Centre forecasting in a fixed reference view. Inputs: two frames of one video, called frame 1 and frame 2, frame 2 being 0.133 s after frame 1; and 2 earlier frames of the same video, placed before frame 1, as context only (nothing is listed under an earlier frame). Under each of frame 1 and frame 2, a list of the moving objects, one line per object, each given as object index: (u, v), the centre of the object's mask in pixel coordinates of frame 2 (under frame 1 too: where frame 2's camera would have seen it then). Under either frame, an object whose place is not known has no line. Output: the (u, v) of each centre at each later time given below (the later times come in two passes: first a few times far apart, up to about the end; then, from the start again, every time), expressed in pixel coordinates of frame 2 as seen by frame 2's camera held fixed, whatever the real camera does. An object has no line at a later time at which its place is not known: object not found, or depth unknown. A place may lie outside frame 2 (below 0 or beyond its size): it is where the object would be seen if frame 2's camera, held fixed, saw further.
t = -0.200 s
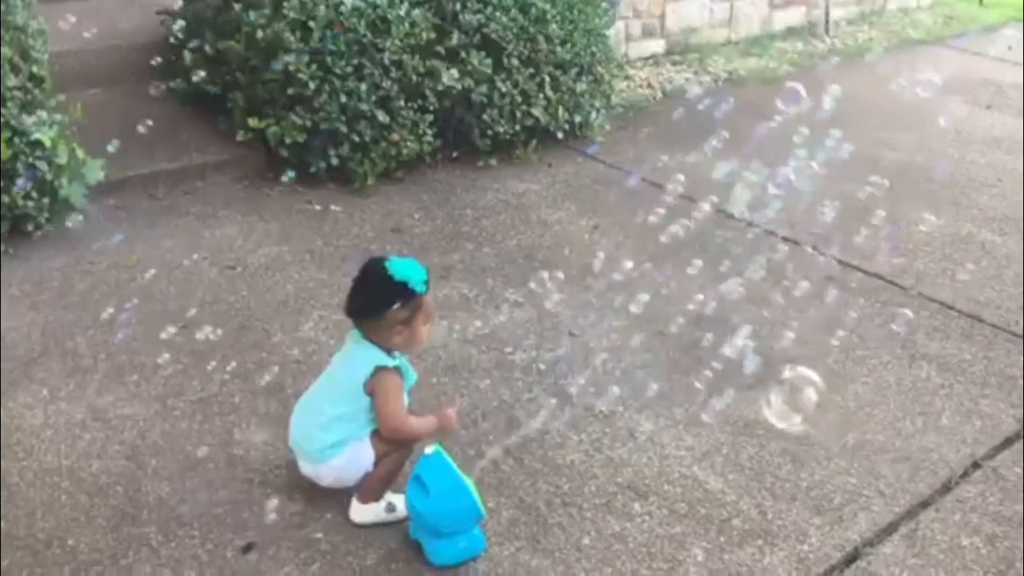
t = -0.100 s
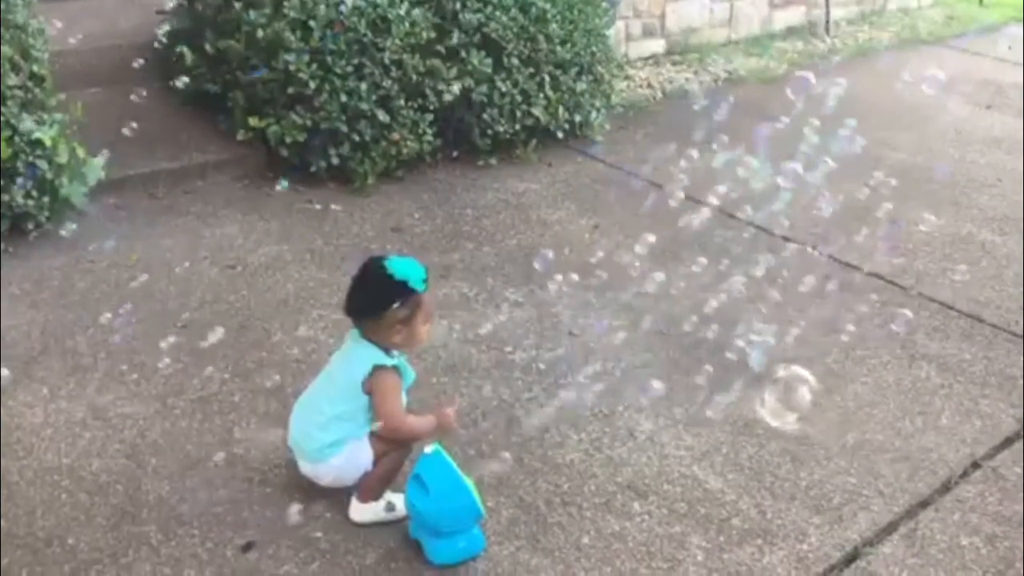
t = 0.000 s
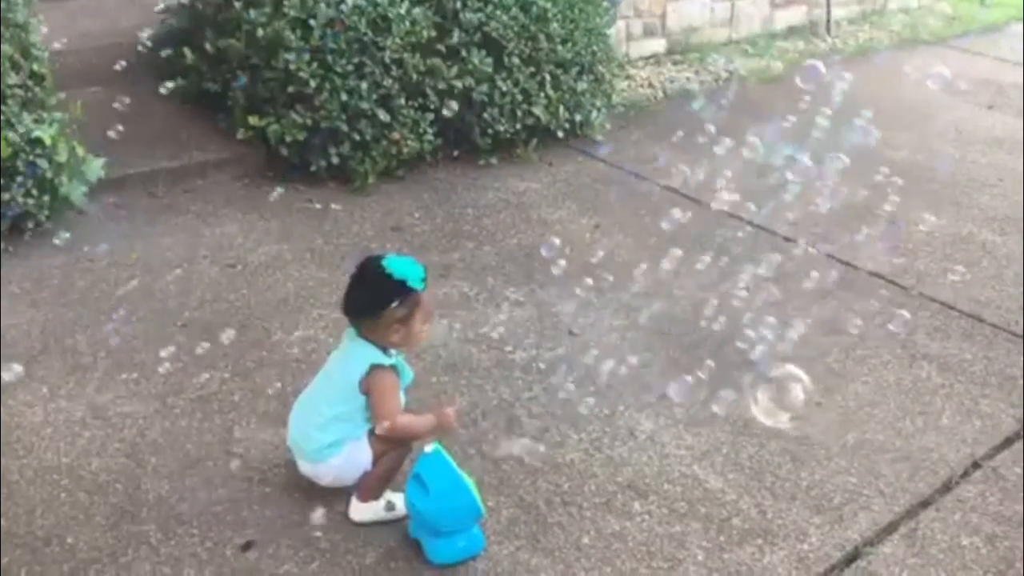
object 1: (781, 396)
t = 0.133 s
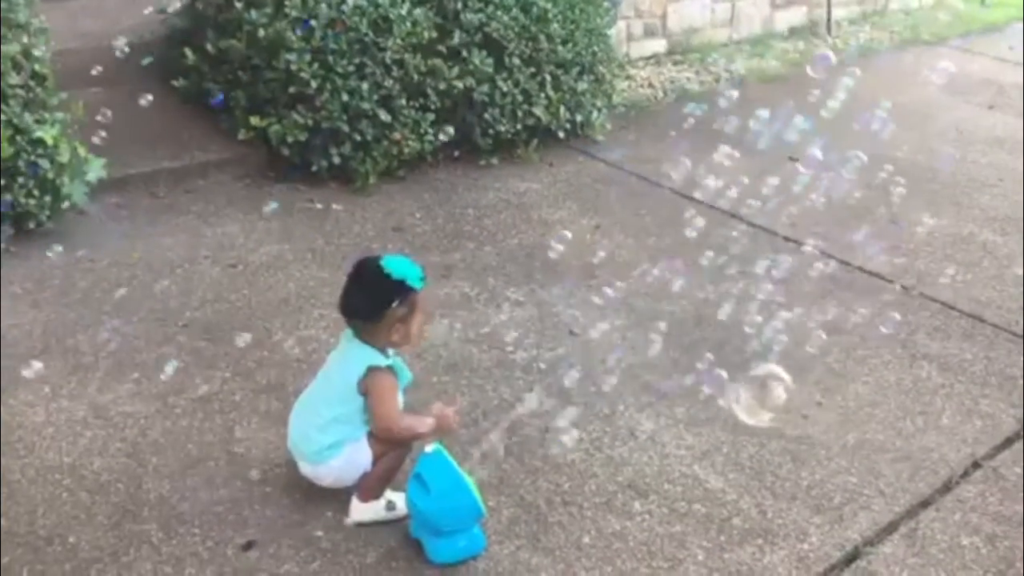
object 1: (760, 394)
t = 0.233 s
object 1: (745, 393)
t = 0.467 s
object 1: (696, 389)
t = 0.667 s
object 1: (643, 378)
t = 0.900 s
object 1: (577, 361)
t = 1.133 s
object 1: (523, 343)
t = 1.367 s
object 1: (504, 329)
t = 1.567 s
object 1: (507, 324)
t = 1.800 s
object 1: (535, 329)
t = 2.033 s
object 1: (571, 339)
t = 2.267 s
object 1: (613, 346)
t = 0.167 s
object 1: (756, 395)
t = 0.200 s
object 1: (751, 394)
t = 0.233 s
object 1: (745, 393)
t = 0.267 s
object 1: (740, 394)
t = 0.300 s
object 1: (733, 393)
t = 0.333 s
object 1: (725, 393)
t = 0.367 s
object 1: (719, 392)
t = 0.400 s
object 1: (712, 392)
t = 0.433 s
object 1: (704, 390)
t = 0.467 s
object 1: (696, 389)
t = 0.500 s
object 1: (688, 388)
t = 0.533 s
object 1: (682, 387)
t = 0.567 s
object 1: (672, 385)
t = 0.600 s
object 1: (662, 382)
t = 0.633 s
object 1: (654, 382)
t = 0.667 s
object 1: (643, 378)
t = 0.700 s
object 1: (636, 376)
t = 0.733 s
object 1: (628, 374)
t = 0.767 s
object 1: (616, 372)
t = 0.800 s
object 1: (609, 369)
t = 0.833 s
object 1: (598, 366)
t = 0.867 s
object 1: (587, 363)
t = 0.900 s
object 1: (577, 361)
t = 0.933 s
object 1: (569, 359)
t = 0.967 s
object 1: (559, 356)
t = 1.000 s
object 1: (550, 355)
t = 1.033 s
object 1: (545, 354)
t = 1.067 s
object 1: (536, 349)
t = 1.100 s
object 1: (528, 344)
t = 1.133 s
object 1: (523, 343)
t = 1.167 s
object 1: (519, 342)
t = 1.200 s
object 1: (513, 338)
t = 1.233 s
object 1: (509, 336)
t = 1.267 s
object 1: (508, 335)
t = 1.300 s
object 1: (505, 333)
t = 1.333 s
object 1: (504, 330)
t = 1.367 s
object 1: (504, 329)
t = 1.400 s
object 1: (503, 327)
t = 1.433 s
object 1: (503, 327)
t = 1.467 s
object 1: (503, 325)
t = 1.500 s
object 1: (503, 324)
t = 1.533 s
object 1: (505, 324)
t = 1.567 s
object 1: (507, 324)
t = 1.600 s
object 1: (510, 325)
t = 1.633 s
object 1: (516, 328)
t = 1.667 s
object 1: (519, 327)
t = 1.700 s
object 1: (521, 326)
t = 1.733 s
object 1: (528, 329)
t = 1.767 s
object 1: (530, 327)
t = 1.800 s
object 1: (535, 329)
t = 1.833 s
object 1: (539, 329)
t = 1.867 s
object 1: (545, 331)
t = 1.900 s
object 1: (550, 331)
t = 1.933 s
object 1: (556, 333)
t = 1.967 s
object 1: (560, 334)
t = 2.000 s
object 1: (566, 335)
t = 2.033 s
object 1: (571, 339)
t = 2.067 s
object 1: (575, 338)
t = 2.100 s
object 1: (581, 339)
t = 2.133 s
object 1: (586, 340)
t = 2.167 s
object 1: (592, 341)
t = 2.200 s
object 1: (598, 342)
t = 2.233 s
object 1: (604, 343)
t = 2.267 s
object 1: (613, 346)
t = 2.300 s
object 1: (618, 347)
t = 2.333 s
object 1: (623, 346)
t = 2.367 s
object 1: (631, 349)
